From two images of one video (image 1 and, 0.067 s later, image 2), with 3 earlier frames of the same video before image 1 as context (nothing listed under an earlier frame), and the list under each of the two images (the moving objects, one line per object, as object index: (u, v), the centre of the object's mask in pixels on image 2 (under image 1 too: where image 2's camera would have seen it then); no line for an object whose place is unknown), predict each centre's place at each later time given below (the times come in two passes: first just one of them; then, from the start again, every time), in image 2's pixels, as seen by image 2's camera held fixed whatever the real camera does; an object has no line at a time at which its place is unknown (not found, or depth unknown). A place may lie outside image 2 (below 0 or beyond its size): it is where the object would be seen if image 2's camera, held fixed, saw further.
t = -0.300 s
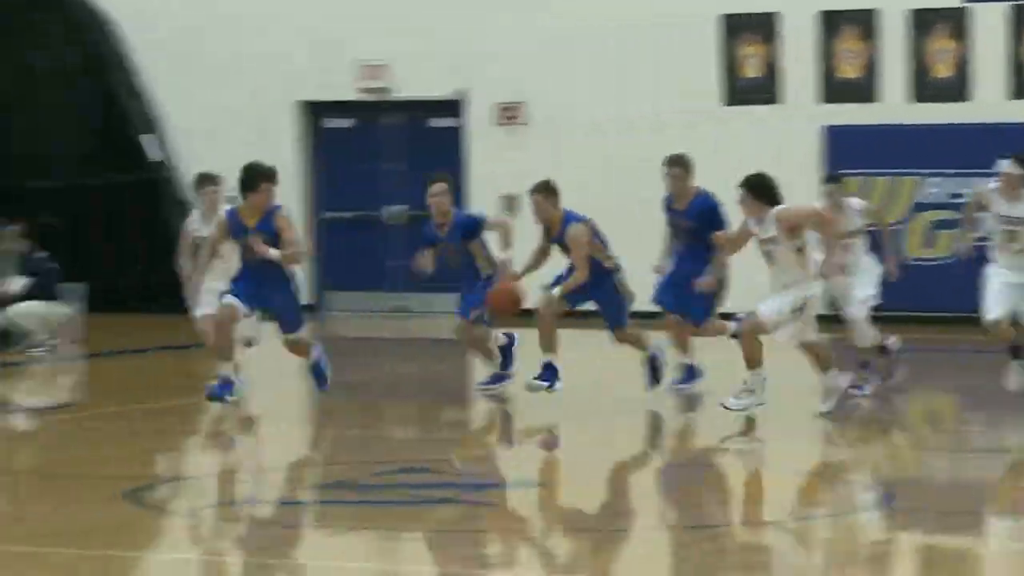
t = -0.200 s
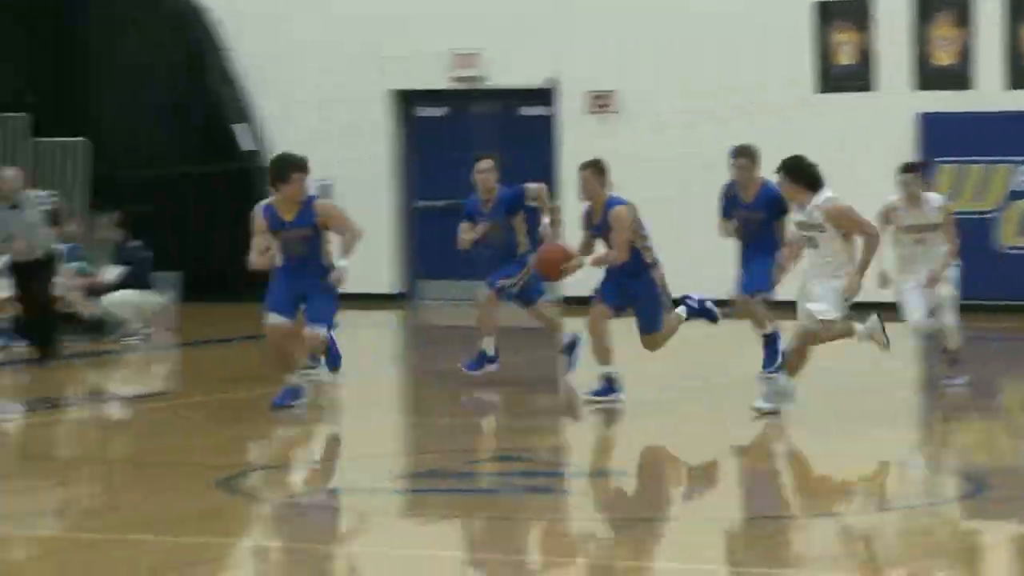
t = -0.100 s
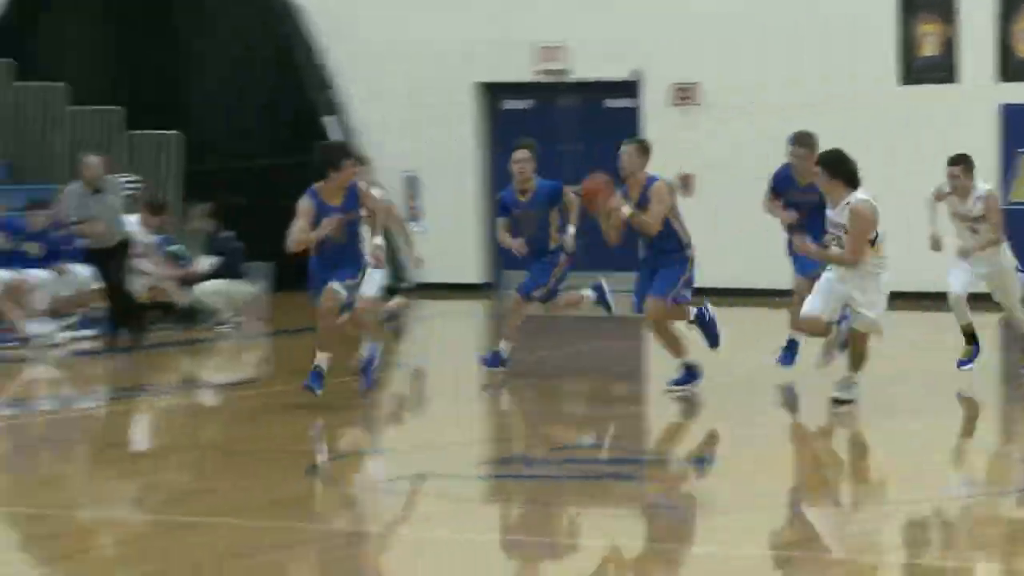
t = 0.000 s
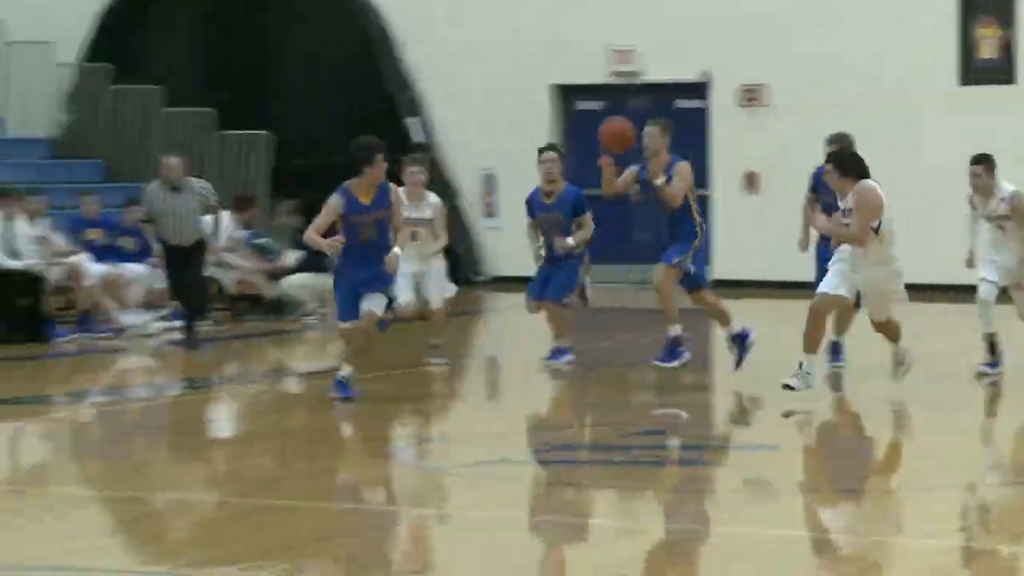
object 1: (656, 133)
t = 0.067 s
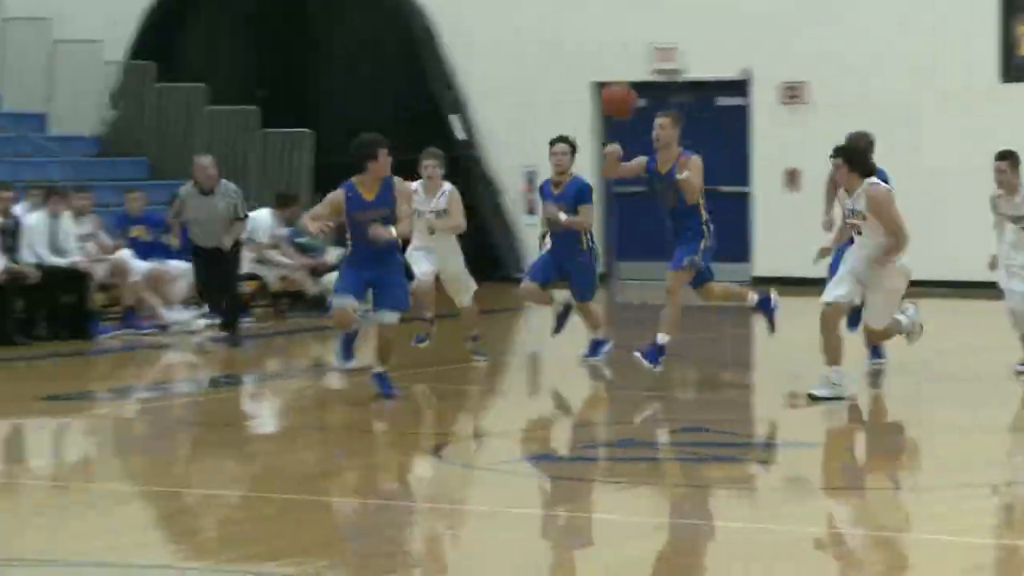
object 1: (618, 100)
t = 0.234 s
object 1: (513, 46)
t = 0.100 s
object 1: (599, 87)
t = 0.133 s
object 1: (578, 75)
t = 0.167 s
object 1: (557, 64)
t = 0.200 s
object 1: (536, 54)
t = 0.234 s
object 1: (513, 46)
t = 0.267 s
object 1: (490, 40)
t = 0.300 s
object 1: (466, 35)
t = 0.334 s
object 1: (440, 31)
